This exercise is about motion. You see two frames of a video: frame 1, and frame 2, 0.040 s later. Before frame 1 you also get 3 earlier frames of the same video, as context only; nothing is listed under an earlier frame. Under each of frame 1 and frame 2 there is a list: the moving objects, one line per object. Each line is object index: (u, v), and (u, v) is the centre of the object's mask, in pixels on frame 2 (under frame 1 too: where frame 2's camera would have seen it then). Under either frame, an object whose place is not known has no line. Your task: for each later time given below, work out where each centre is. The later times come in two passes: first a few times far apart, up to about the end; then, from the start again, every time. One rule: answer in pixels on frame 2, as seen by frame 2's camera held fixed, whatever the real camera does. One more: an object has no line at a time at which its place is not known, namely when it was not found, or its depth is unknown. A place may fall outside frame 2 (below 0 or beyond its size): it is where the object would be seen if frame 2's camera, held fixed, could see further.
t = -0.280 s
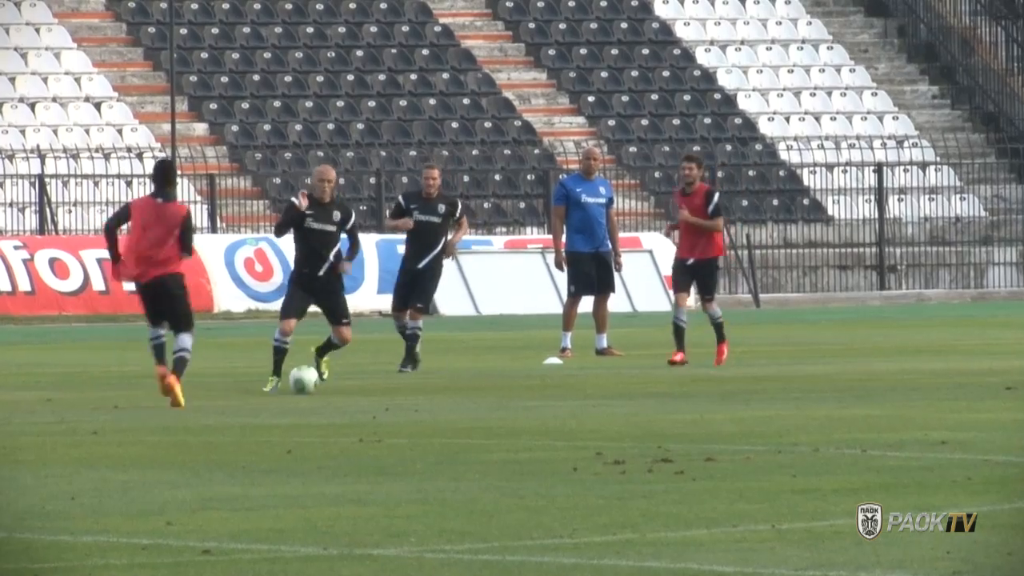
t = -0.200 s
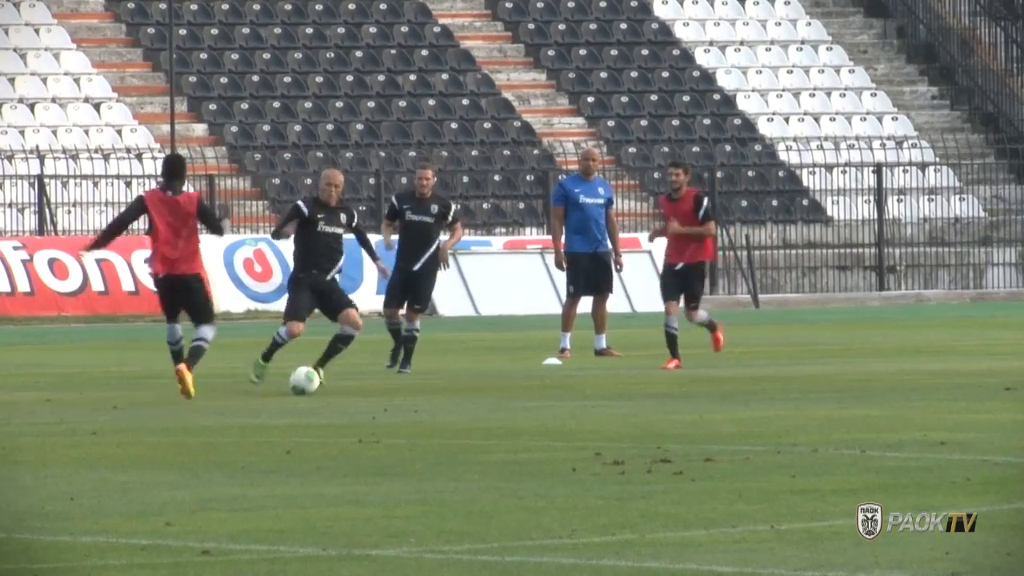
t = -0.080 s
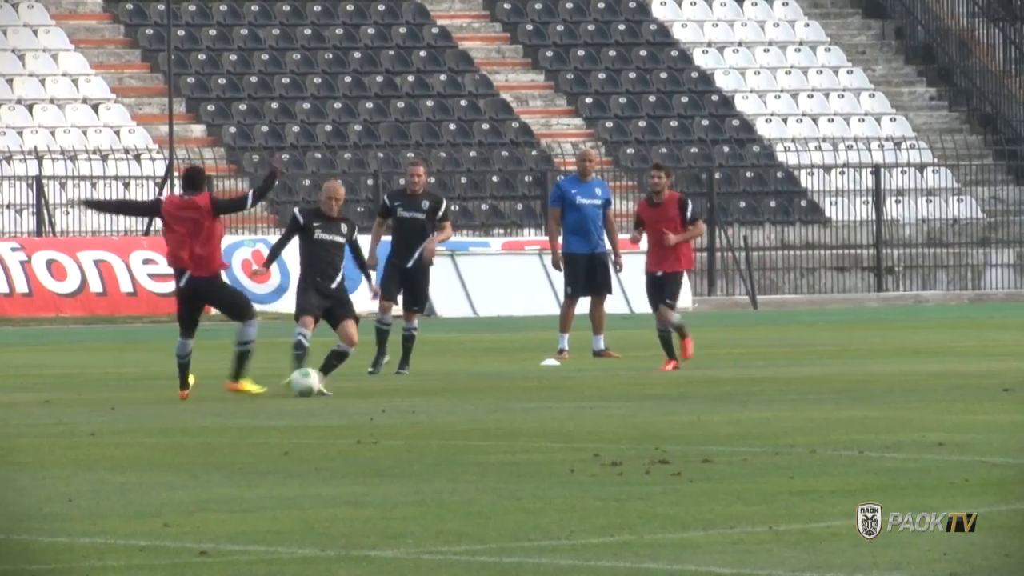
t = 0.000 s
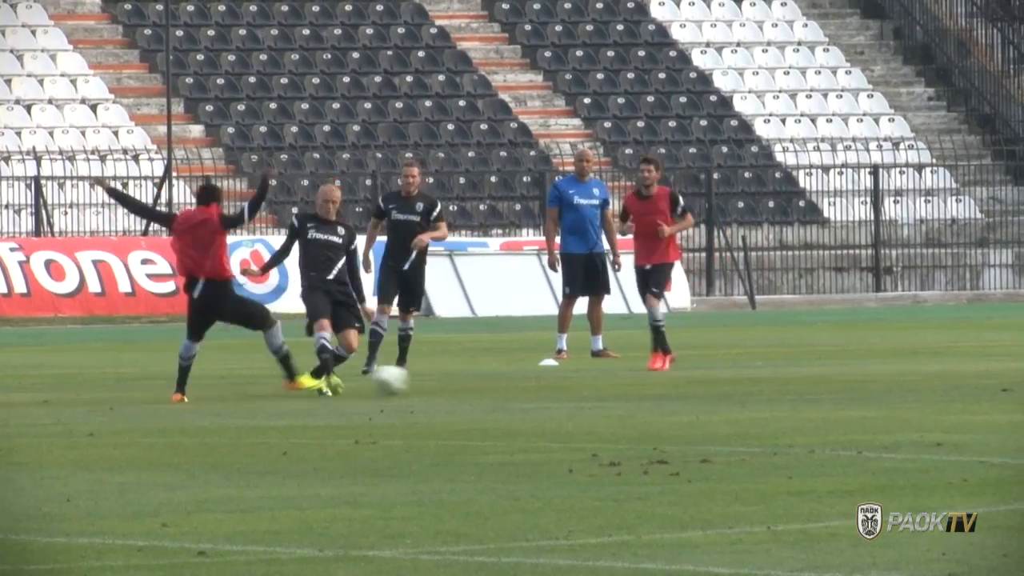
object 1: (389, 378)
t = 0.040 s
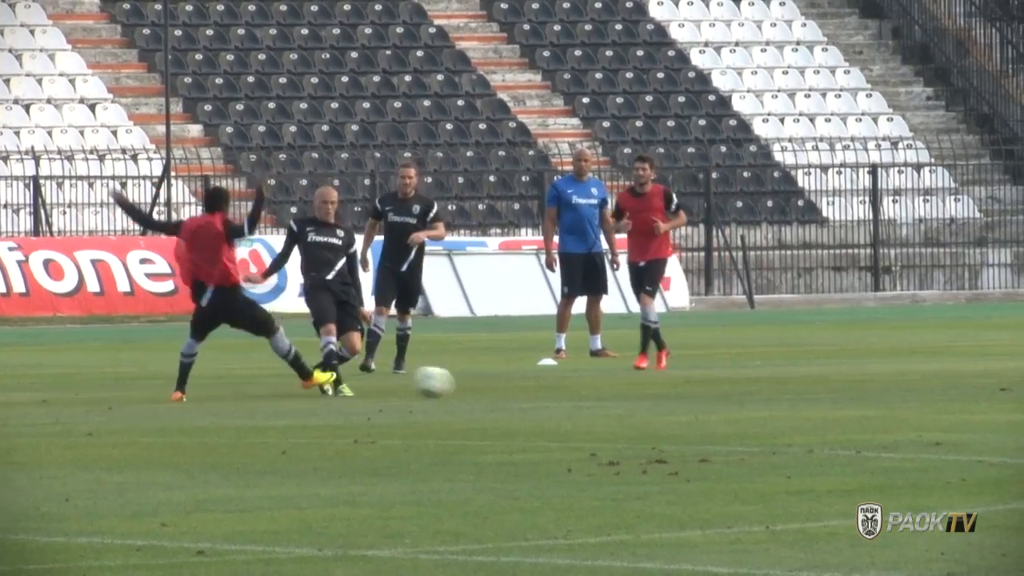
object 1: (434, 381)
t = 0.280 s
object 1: (682, 384)
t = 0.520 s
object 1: (899, 387)
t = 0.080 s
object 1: (477, 384)
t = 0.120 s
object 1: (518, 383)
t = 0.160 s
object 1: (560, 382)
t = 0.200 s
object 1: (602, 385)
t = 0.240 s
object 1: (642, 386)
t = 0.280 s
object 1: (682, 384)
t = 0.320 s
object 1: (721, 384)
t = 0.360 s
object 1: (759, 387)
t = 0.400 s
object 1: (797, 386)
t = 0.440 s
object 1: (833, 385)
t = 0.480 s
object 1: (868, 386)
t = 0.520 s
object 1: (899, 387)
